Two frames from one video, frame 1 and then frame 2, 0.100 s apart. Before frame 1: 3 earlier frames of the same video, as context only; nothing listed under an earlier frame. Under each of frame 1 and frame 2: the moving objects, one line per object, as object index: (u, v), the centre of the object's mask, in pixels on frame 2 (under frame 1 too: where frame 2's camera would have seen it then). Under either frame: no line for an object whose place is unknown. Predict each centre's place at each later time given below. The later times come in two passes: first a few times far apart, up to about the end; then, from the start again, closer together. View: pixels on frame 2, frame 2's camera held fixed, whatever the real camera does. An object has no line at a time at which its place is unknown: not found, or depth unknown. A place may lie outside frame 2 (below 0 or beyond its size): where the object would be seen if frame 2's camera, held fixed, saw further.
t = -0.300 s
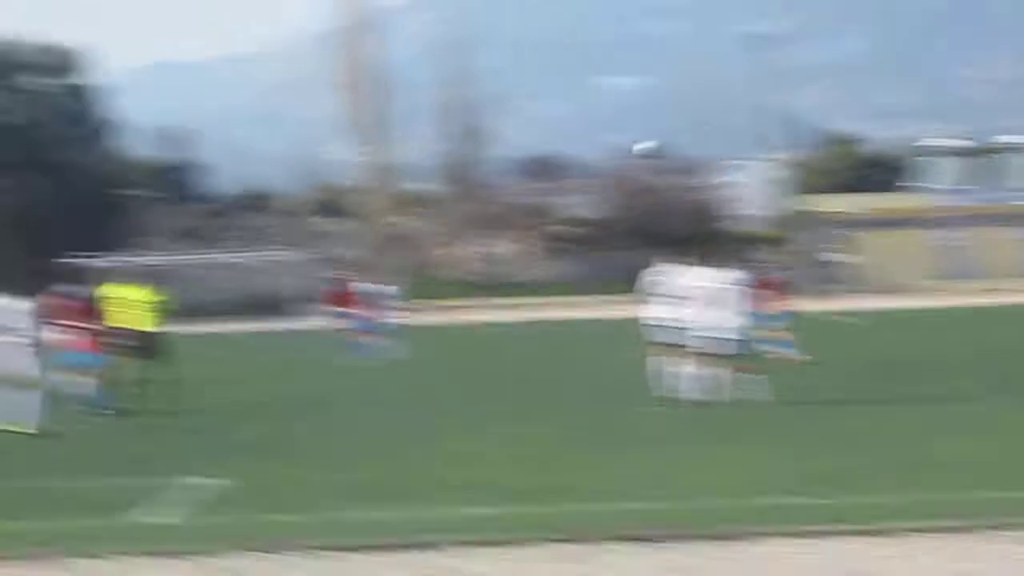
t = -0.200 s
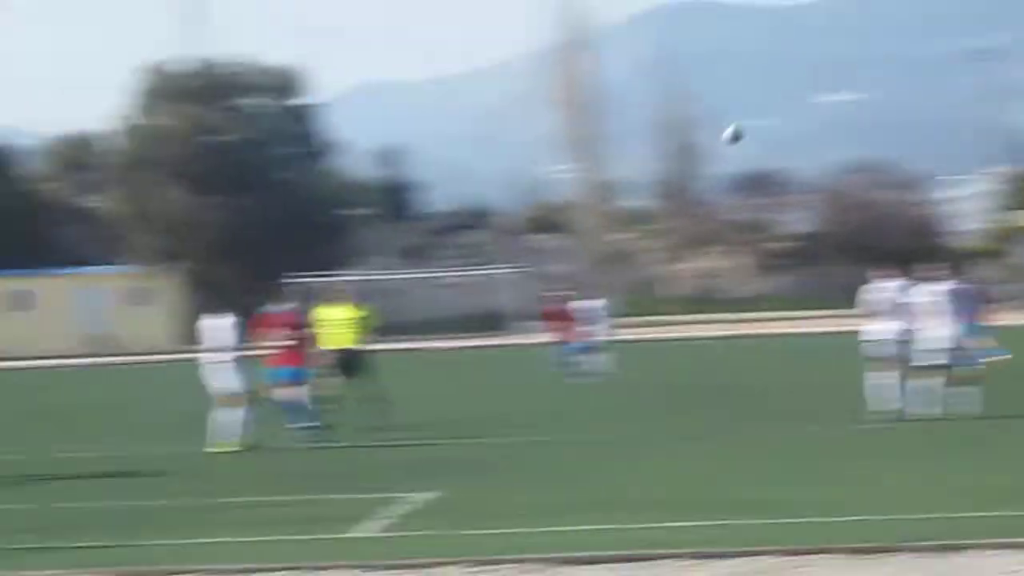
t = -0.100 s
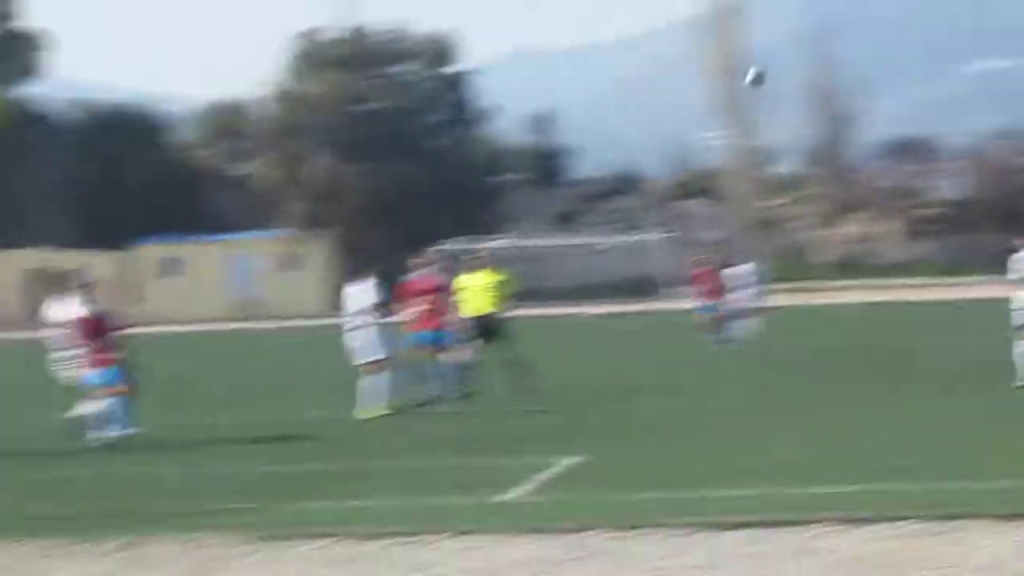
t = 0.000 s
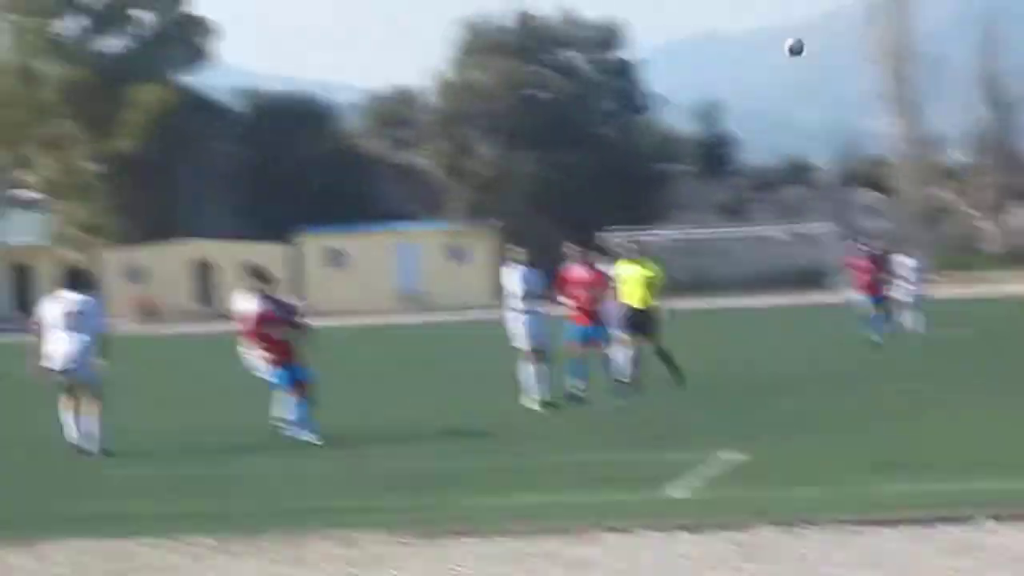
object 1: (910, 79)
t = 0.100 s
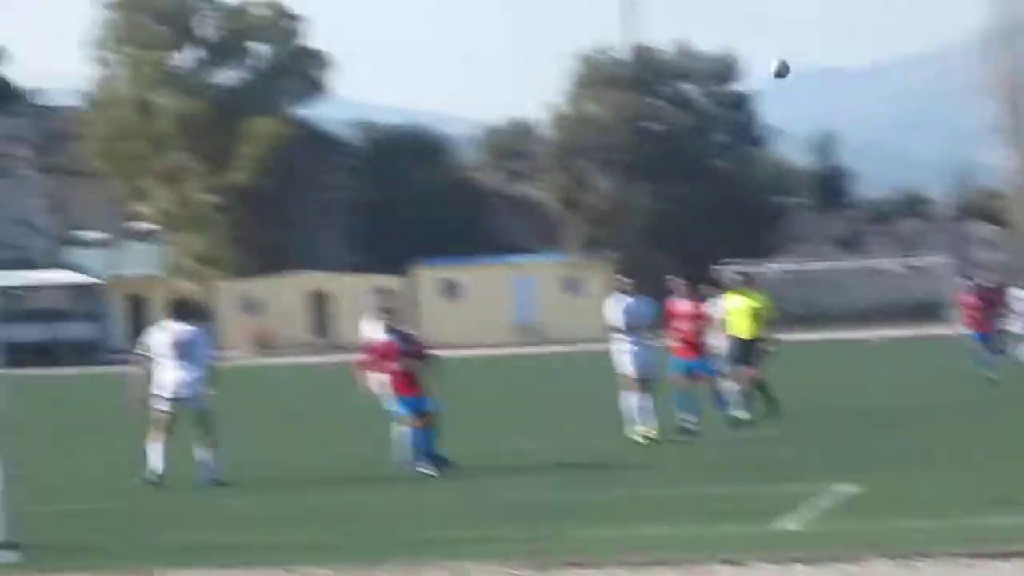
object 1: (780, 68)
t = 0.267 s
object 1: (569, 71)
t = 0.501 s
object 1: (274, 107)
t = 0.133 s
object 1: (737, 66)
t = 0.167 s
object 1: (690, 65)
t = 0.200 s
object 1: (647, 65)
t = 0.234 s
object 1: (606, 65)
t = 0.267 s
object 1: (569, 71)
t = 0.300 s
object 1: (526, 73)
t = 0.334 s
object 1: (484, 77)
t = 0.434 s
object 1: (357, 92)
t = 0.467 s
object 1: (316, 98)
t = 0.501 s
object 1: (274, 107)
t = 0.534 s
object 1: (231, 115)
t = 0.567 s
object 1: (188, 124)
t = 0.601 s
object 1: (145, 136)
